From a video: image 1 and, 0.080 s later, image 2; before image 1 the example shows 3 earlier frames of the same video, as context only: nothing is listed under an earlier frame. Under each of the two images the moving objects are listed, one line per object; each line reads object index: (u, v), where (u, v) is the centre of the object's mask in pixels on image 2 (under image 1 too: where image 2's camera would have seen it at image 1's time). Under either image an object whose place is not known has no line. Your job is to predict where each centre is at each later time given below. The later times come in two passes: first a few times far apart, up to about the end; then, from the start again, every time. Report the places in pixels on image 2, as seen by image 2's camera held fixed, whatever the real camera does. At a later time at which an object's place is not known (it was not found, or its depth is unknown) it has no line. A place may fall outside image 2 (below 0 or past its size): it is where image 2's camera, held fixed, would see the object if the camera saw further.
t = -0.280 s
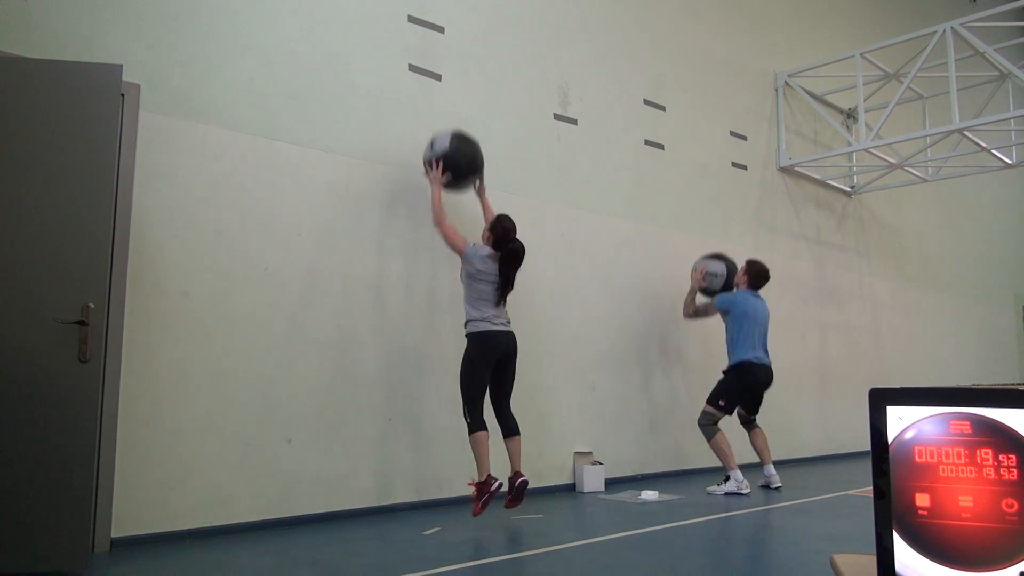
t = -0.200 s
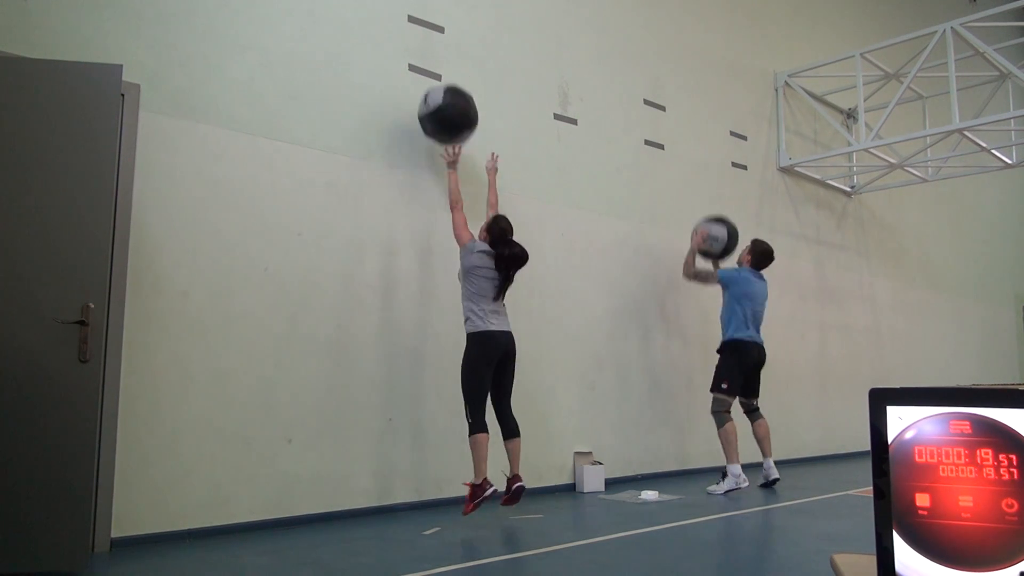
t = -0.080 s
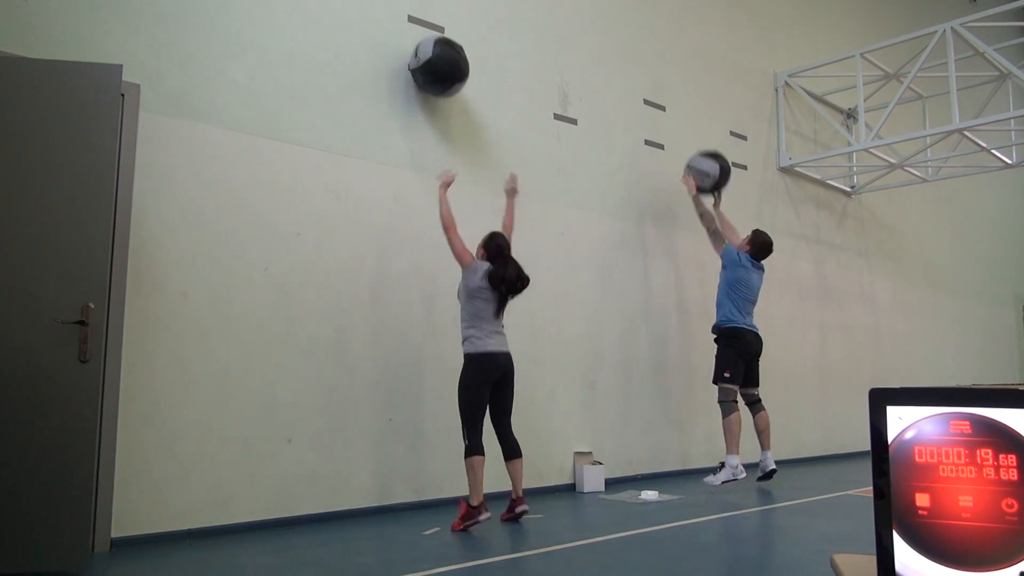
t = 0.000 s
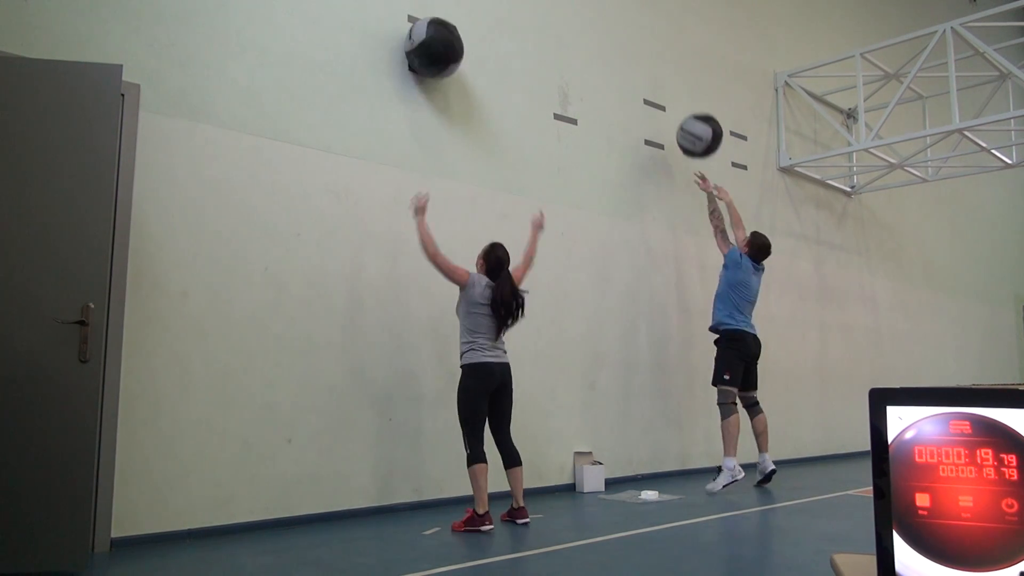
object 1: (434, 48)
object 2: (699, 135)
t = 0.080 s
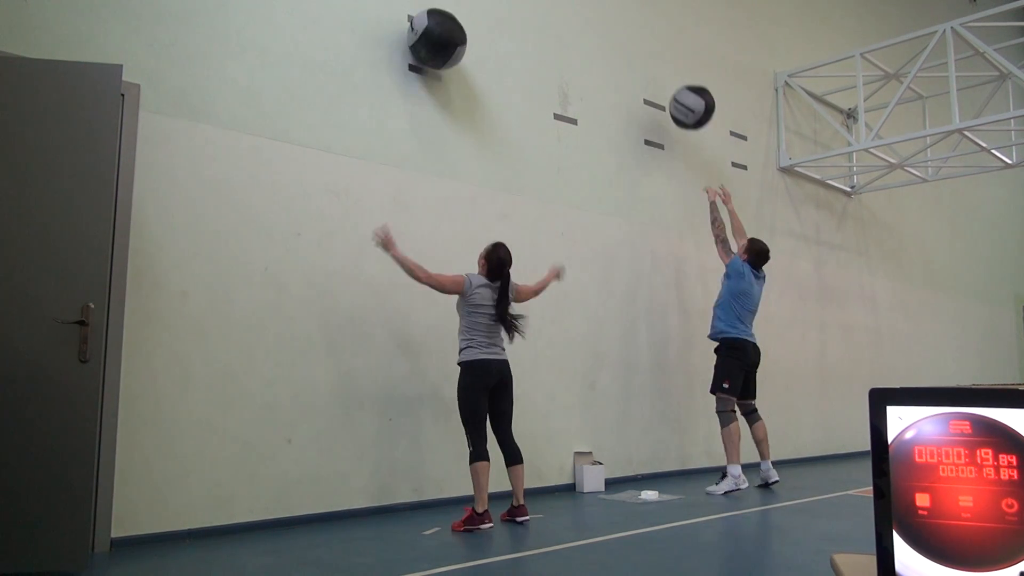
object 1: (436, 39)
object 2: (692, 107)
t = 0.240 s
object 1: (444, 49)
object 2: (677, 73)
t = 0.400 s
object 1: (452, 102)
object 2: (668, 68)
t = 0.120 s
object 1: (439, 38)
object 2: (688, 96)
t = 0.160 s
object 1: (441, 39)
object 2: (684, 86)
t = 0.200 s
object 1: (442, 43)
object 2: (681, 79)
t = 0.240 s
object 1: (444, 49)
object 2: (677, 73)
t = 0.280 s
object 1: (446, 58)
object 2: (674, 70)
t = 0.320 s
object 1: (448, 70)
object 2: (670, 68)
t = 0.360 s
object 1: (450, 84)
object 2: (667, 68)
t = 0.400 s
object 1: (452, 102)
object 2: (668, 68)
